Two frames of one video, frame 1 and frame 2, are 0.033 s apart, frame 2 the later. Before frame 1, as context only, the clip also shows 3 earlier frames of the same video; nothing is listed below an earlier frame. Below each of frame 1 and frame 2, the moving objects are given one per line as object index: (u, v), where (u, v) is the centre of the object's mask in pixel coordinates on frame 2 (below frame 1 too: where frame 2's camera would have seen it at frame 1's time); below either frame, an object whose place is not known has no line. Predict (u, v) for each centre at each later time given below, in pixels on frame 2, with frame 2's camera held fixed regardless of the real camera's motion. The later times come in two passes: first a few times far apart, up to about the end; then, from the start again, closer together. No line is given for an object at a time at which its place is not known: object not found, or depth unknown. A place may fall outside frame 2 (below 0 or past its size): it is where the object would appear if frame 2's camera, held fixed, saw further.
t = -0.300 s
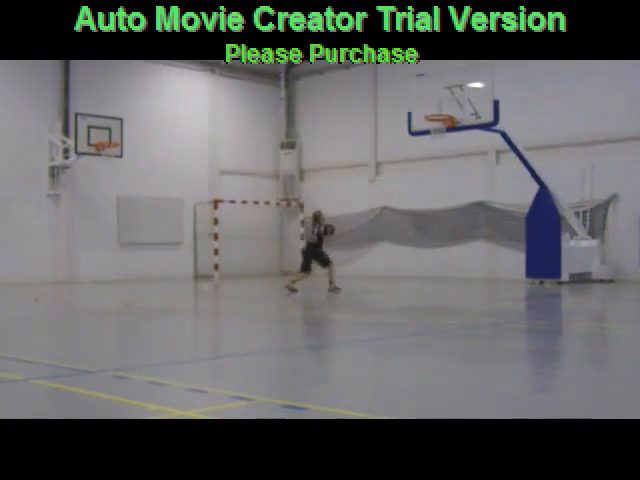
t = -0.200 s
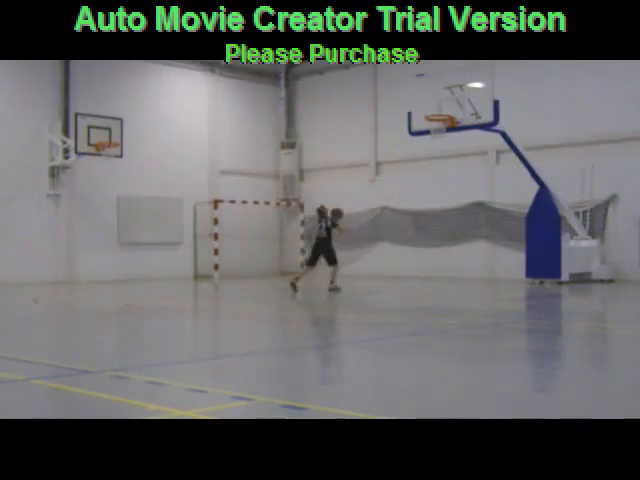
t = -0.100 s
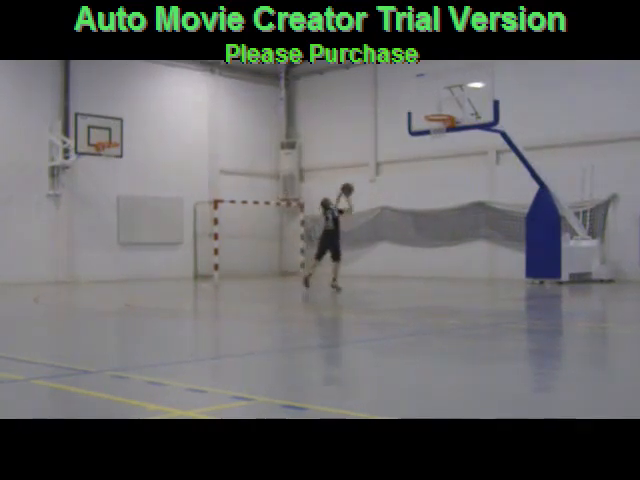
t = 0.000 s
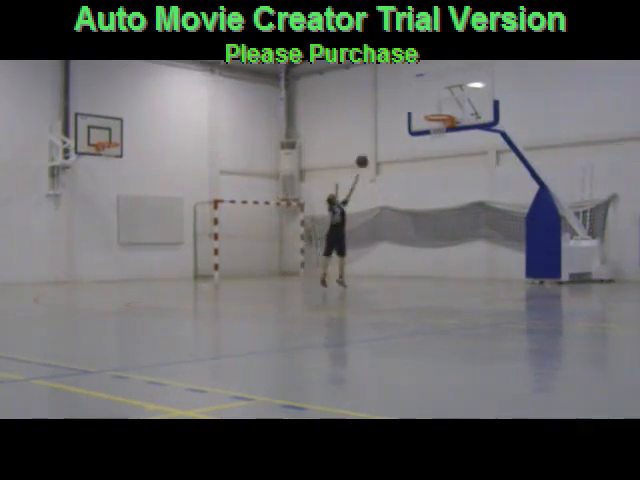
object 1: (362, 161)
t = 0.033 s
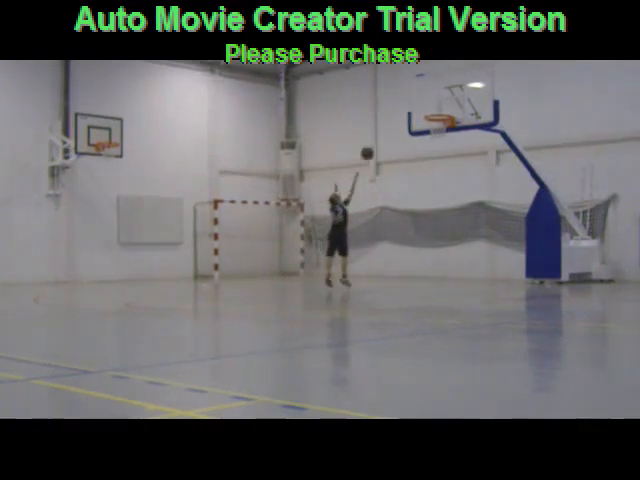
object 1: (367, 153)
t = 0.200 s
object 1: (390, 122)
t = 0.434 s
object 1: (417, 99)
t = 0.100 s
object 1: (376, 138)
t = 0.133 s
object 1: (381, 132)
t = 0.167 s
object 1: (386, 127)
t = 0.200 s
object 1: (390, 122)
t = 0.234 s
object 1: (395, 117)
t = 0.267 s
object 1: (399, 113)
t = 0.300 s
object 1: (404, 110)
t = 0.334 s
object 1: (409, 107)
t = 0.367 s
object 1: (414, 106)
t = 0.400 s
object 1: (418, 105)
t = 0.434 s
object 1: (417, 99)
